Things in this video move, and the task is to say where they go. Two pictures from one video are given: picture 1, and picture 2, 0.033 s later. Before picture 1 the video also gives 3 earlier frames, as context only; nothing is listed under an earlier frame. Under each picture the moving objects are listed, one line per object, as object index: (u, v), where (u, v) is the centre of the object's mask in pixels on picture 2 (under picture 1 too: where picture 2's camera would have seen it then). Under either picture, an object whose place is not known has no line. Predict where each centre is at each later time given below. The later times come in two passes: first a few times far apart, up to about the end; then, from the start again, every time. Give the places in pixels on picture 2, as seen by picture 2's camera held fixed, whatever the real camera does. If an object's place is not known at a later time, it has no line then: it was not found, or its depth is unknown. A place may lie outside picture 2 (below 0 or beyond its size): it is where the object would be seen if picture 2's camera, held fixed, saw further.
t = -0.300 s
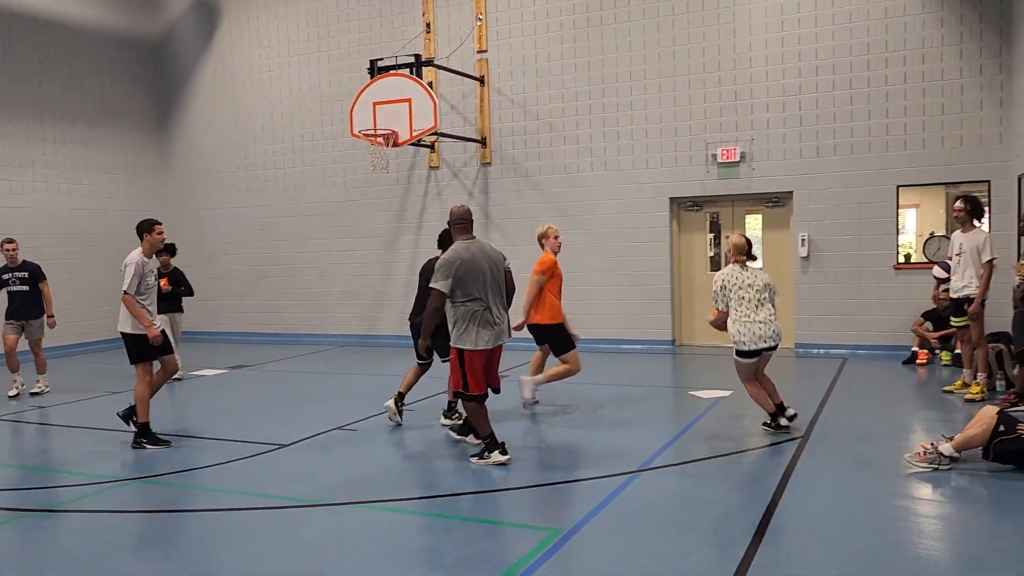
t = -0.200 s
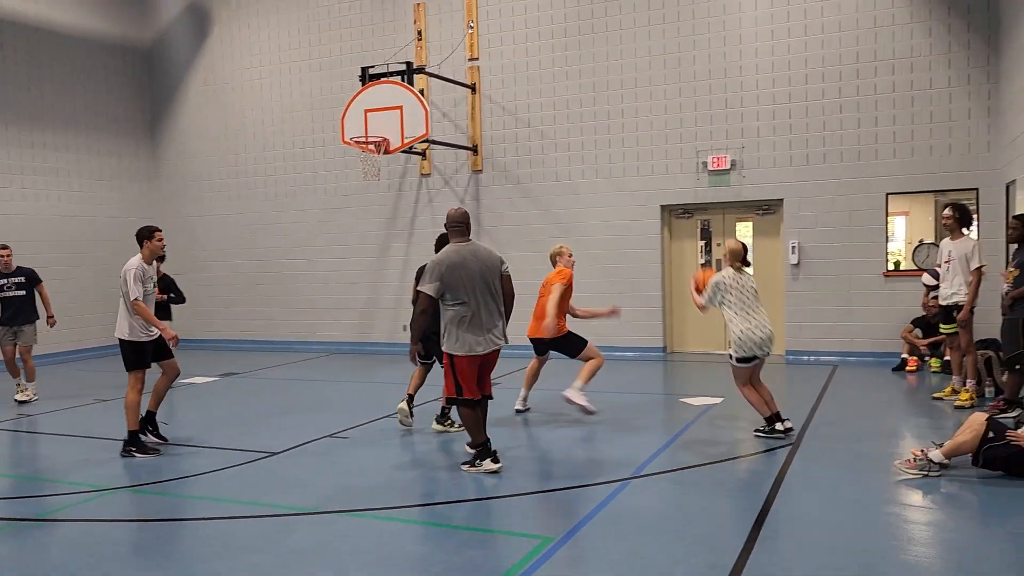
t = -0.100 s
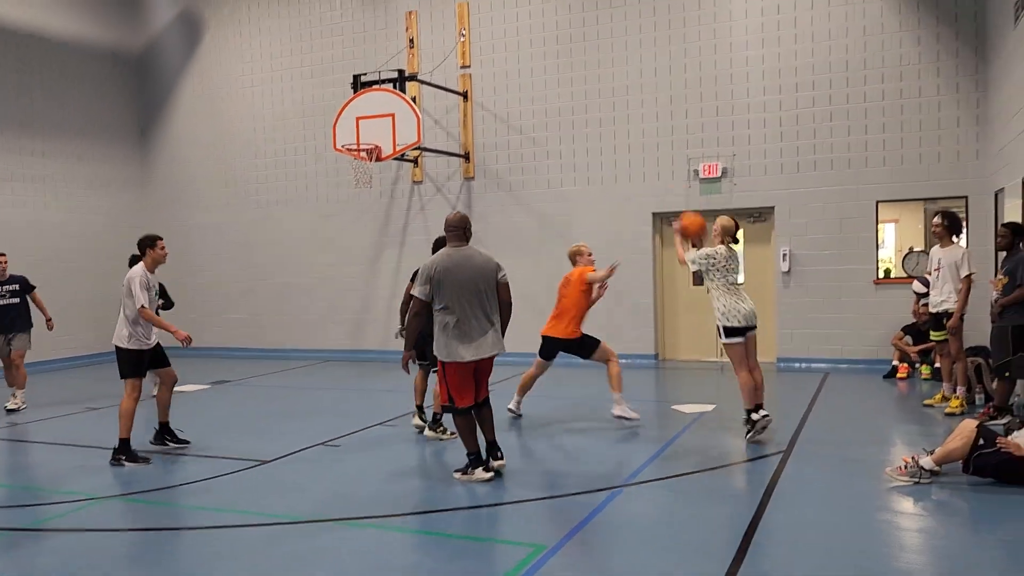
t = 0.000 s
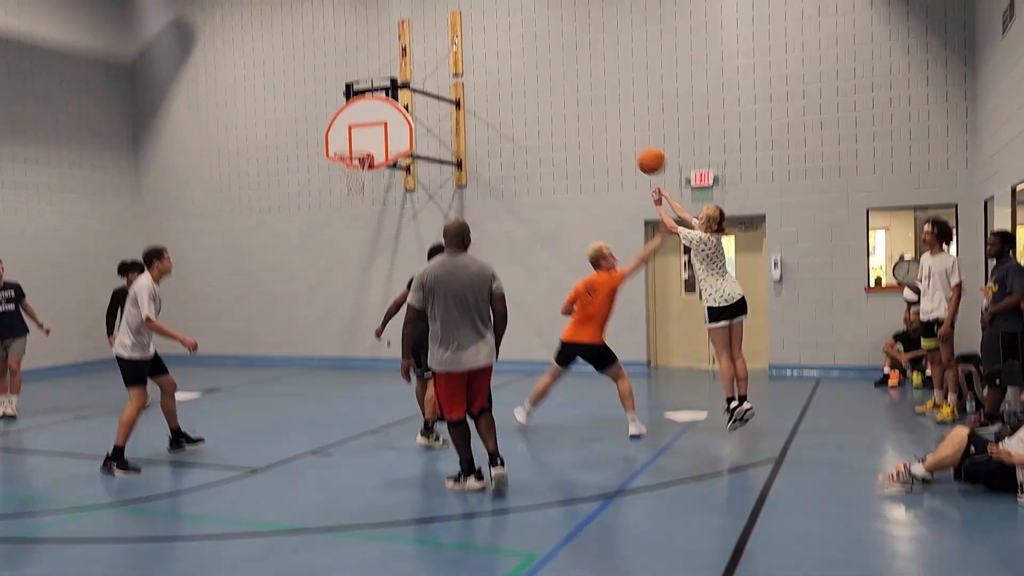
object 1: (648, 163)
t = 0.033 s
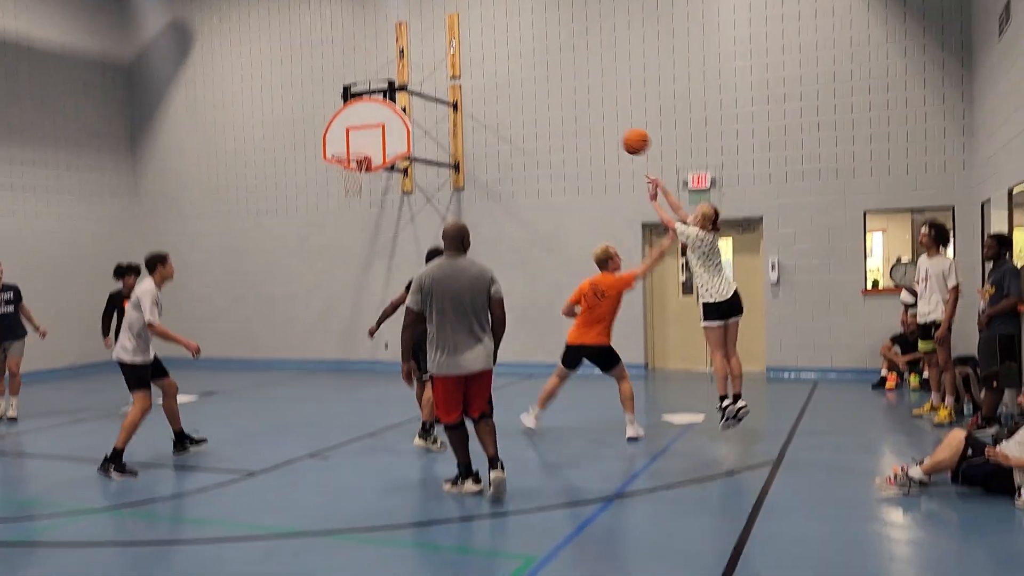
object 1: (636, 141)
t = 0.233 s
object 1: (566, 45)
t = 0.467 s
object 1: (501, -1)
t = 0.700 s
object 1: (449, 7)
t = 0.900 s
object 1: (411, 48)
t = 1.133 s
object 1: (375, 128)
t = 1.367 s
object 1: (343, 119)
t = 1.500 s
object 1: (325, 110)
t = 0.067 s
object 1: (623, 121)
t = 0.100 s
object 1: (611, 103)
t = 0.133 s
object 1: (599, 86)
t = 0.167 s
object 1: (588, 71)
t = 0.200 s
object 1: (577, 57)
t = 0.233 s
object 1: (566, 45)
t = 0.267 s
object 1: (556, 35)
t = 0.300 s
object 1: (546, 25)
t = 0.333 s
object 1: (537, 18)
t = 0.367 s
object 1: (527, 11)
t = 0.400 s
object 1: (518, 6)
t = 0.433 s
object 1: (510, 2)
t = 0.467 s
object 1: (501, -1)
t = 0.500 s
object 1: (493, -3)
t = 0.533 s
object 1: (485, -4)
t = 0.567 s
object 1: (478, -3)
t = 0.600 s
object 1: (470, -2)
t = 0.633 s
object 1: (463, 0)
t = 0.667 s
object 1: (456, 3)
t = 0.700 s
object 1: (449, 7)
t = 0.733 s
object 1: (442, 12)
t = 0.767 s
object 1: (435, 18)
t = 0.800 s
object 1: (429, 24)
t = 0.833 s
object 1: (423, 31)
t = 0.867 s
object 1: (417, 39)
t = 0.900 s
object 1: (411, 48)
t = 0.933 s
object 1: (405, 58)
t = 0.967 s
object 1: (399, 67)
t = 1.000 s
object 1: (394, 79)
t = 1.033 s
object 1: (389, 89)
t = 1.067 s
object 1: (385, 100)
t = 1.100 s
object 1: (379, 114)
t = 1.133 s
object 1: (375, 128)
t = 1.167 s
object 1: (370, 141)
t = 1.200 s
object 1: (365, 148)
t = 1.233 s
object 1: (360, 142)
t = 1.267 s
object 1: (356, 135)
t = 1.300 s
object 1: (352, 129)
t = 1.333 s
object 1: (348, 124)
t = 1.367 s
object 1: (343, 119)
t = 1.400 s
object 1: (339, 116)
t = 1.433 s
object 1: (334, 113)
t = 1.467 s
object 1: (330, 111)
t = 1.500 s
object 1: (325, 110)
